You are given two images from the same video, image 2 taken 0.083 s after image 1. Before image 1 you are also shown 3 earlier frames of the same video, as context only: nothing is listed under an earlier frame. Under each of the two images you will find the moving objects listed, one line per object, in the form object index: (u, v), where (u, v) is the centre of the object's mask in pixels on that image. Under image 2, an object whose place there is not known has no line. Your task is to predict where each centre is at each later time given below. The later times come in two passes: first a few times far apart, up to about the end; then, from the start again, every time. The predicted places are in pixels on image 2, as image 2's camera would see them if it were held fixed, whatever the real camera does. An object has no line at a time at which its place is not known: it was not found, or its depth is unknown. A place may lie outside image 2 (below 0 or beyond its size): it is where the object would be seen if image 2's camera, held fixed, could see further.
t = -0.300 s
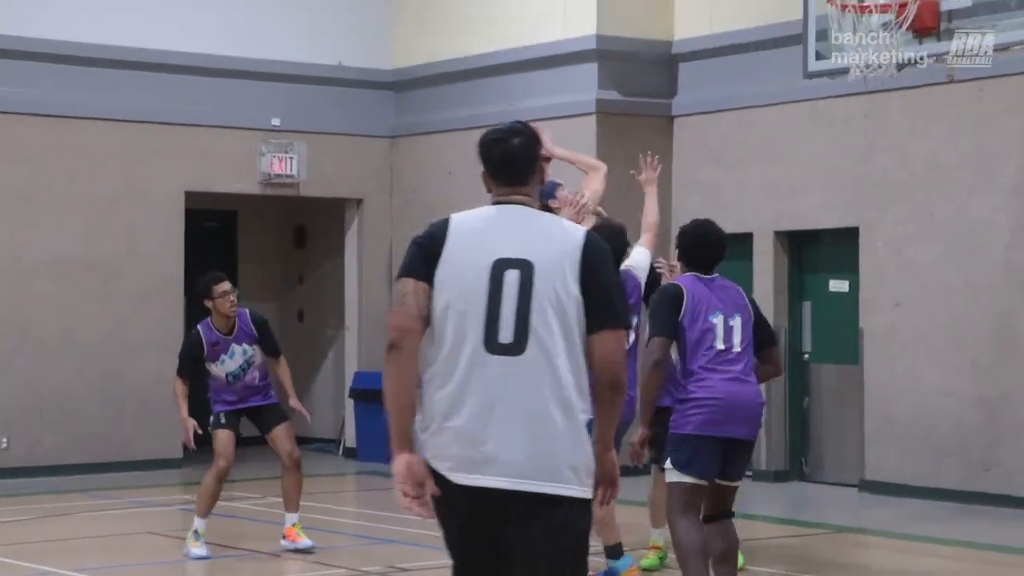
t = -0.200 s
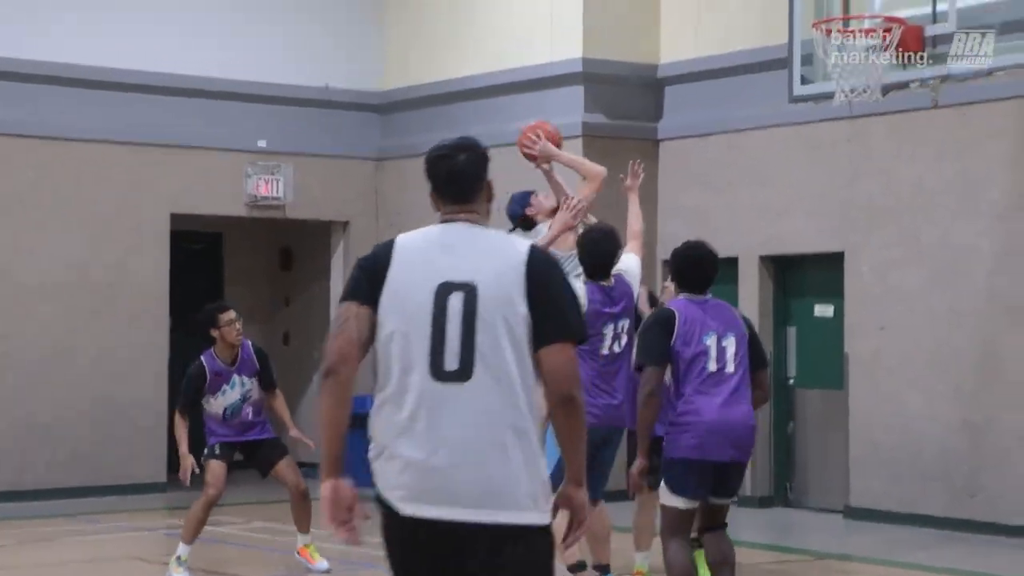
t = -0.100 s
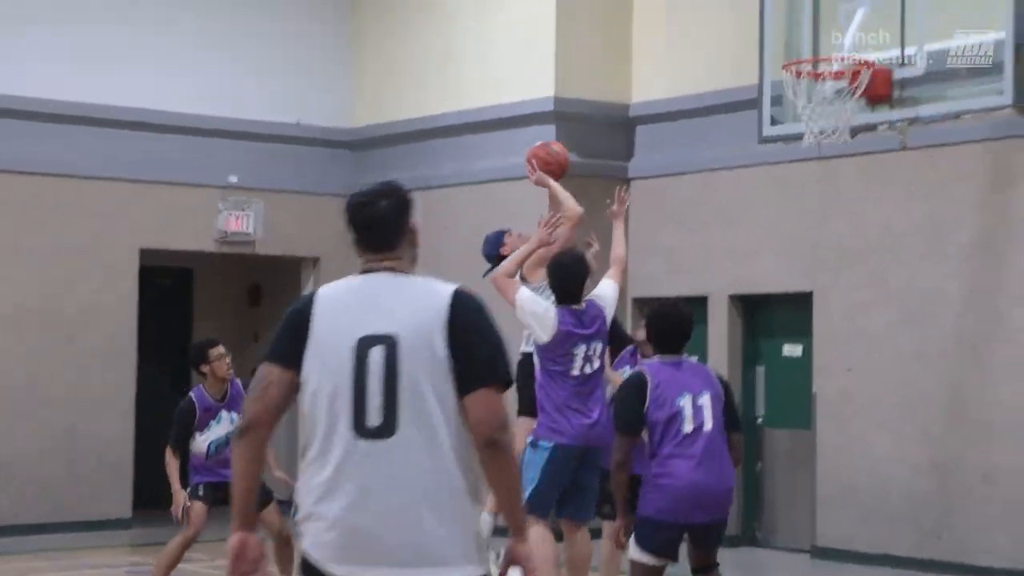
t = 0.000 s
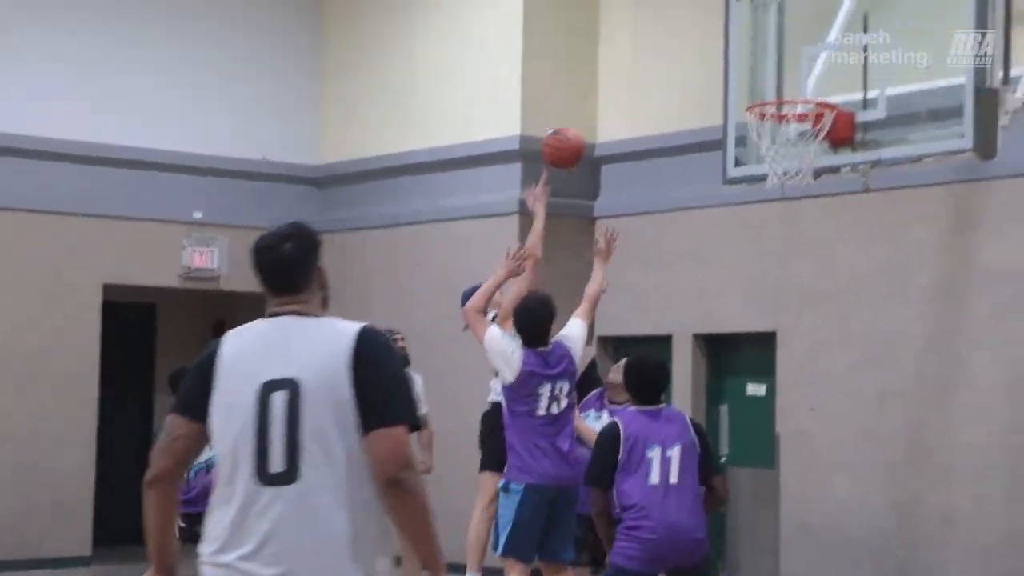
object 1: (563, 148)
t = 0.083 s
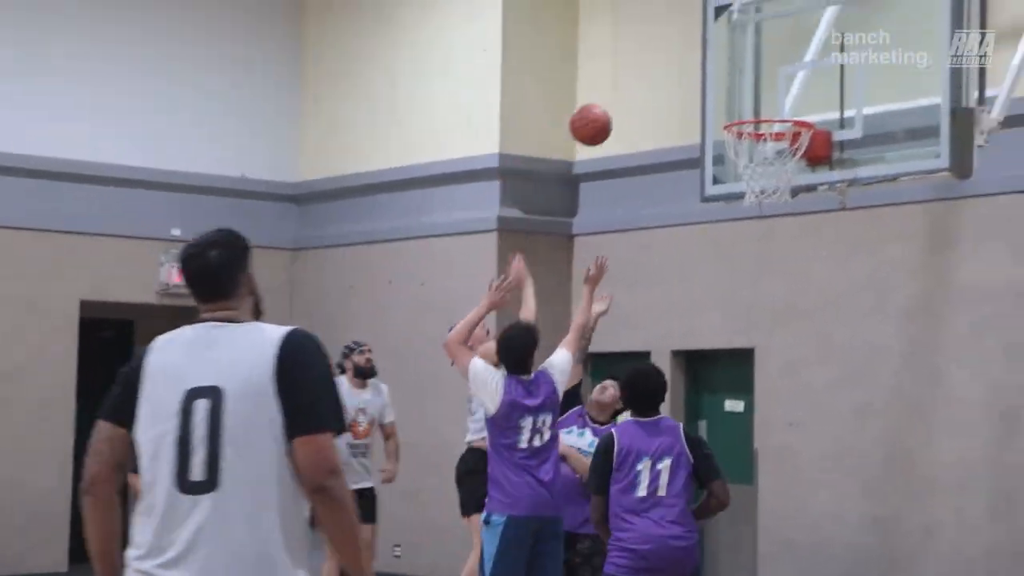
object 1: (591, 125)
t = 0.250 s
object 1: (688, 80)
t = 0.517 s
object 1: (779, 96)
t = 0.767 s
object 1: (750, 178)
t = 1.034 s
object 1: (759, 268)
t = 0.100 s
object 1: (601, 118)
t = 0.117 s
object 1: (610, 112)
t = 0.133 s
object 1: (620, 106)
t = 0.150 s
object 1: (630, 101)
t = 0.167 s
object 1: (639, 96)
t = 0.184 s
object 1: (649, 92)
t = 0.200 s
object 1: (659, 88)
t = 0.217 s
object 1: (668, 85)
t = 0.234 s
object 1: (679, 82)
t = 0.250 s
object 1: (688, 80)
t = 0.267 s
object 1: (698, 78)
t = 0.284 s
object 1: (708, 77)
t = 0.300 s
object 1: (717, 76)
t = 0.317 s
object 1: (727, 75)
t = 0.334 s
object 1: (737, 75)
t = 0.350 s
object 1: (747, 76)
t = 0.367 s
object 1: (757, 77)
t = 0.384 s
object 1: (766, 78)
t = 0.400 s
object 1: (776, 81)
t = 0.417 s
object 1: (785, 83)
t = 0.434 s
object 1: (785, 84)
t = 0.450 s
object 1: (784, 85)
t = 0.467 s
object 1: (783, 87)
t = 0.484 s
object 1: (782, 89)
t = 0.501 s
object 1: (780, 92)
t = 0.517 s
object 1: (779, 96)
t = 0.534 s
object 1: (778, 99)
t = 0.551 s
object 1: (777, 102)
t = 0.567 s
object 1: (776, 104)
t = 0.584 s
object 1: (775, 107)
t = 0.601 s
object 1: (773, 120)
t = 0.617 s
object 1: (772, 126)
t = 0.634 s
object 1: (769, 132)
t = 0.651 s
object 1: (767, 140)
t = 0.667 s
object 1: (763, 143)
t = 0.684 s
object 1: (760, 149)
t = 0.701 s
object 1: (757, 156)
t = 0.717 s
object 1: (754, 164)
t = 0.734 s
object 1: (752, 170)
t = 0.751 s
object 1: (750, 174)
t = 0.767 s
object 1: (750, 178)
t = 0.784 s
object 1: (750, 181)
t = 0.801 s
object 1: (750, 184)
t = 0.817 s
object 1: (752, 191)
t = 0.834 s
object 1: (752, 192)
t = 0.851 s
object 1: (753, 195)
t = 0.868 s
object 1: (753, 199)
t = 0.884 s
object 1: (754, 203)
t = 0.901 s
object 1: (754, 209)
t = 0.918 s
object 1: (755, 214)
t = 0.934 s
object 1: (755, 221)
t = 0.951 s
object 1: (756, 226)
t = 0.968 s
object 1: (757, 234)
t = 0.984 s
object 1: (757, 242)
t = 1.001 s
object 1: (758, 250)
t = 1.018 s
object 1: (758, 258)
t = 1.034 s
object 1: (759, 268)
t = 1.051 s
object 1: (759, 277)
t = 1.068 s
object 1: (760, 286)
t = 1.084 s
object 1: (760, 297)
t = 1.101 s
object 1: (761, 309)
